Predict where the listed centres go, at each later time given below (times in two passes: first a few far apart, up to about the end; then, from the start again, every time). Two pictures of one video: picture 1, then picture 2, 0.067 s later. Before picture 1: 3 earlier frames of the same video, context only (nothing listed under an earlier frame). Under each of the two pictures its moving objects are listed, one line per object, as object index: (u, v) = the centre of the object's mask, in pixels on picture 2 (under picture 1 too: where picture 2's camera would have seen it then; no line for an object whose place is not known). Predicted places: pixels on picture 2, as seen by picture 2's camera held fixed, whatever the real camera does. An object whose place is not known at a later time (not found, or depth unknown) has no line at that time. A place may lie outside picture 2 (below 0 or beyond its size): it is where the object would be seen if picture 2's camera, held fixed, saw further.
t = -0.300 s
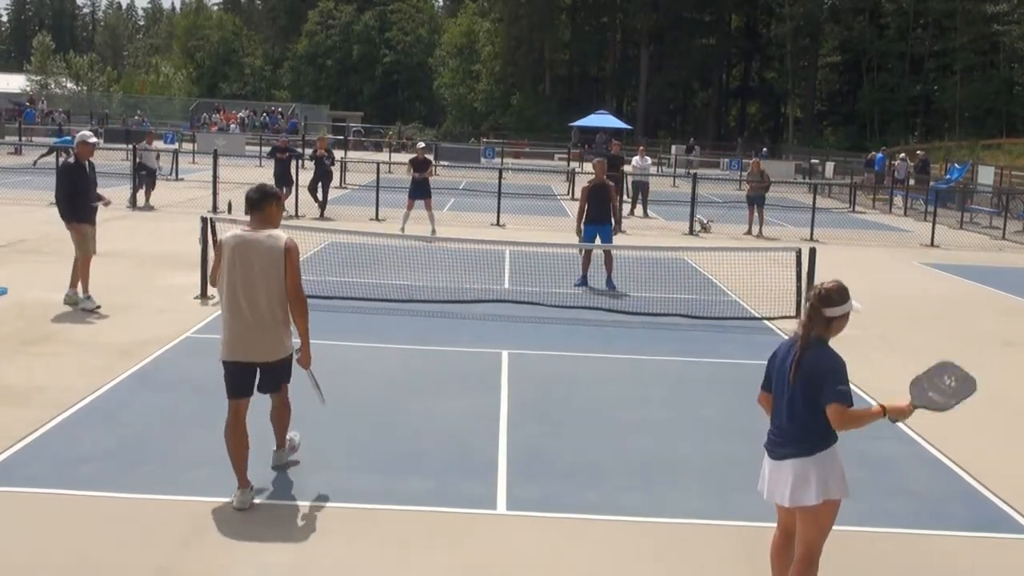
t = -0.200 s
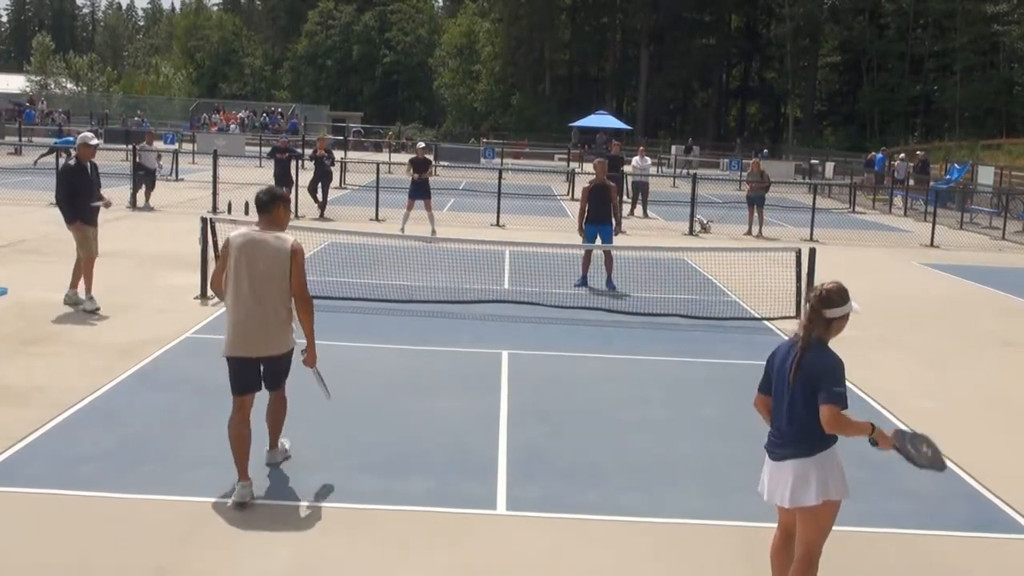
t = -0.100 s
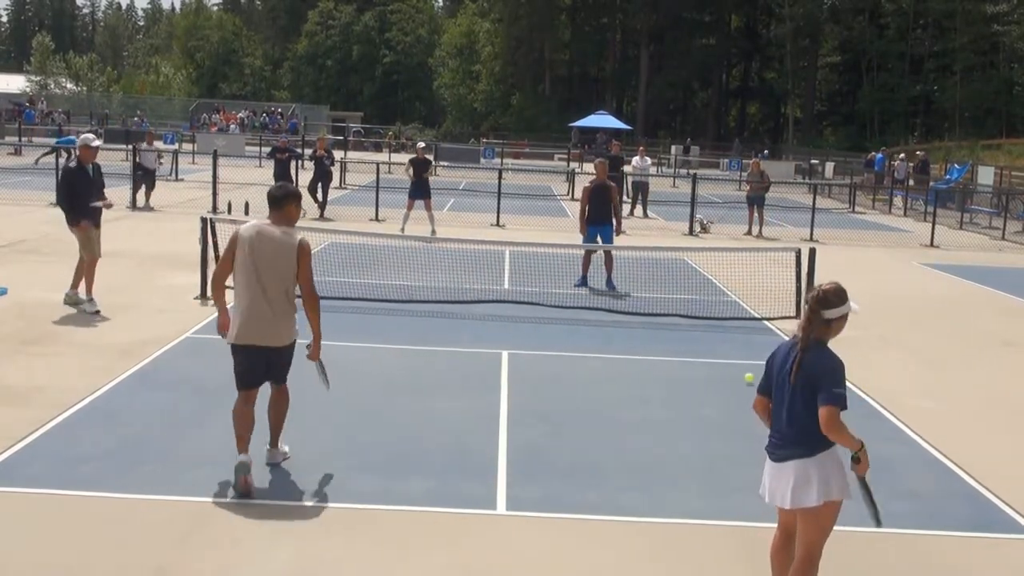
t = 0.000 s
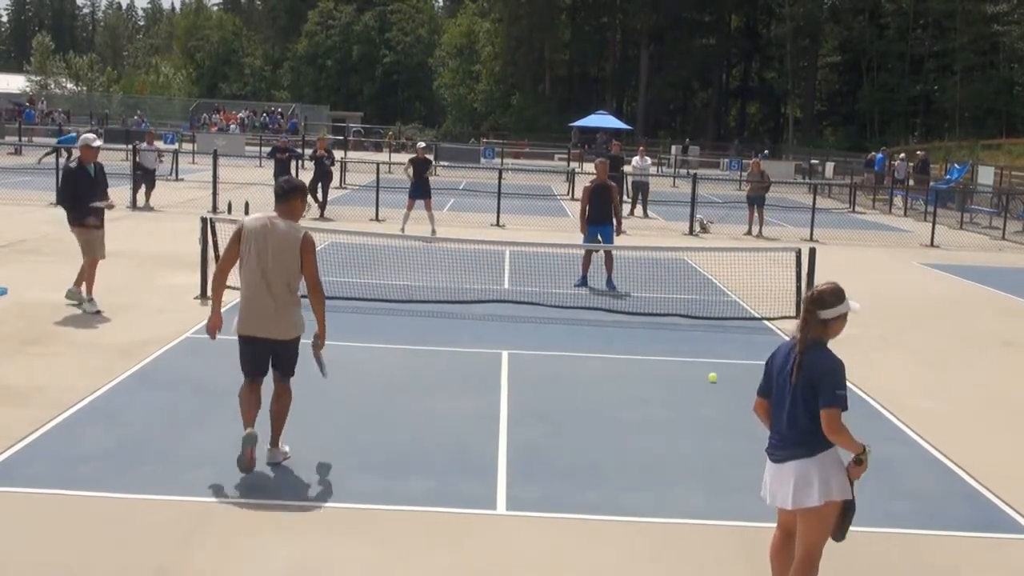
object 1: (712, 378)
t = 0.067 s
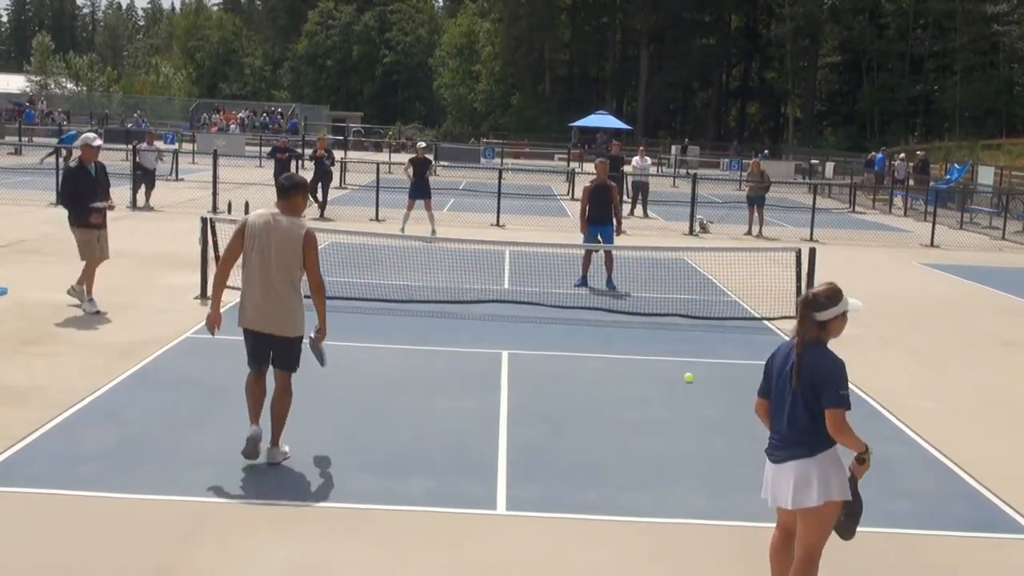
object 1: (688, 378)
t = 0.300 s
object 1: (606, 375)
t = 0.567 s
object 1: (513, 371)
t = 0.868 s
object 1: (412, 369)
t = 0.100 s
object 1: (677, 377)
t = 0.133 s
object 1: (664, 377)
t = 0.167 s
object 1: (652, 376)
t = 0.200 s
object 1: (640, 376)
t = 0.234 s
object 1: (629, 376)
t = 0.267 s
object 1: (618, 375)
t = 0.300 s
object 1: (606, 375)
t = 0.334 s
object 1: (594, 374)
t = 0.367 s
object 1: (582, 374)
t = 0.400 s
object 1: (570, 374)
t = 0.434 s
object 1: (559, 373)
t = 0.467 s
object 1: (547, 373)
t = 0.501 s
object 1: (535, 372)
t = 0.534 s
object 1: (524, 372)
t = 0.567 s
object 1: (513, 371)
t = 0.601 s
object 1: (502, 371)
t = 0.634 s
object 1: (490, 370)
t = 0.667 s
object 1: (479, 370)
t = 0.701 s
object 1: (467, 370)
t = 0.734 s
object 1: (456, 370)
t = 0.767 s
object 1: (445, 370)
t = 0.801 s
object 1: (434, 369)
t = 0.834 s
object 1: (423, 369)
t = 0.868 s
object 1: (412, 369)
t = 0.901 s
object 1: (401, 368)
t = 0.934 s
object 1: (390, 367)
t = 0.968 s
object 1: (379, 367)
